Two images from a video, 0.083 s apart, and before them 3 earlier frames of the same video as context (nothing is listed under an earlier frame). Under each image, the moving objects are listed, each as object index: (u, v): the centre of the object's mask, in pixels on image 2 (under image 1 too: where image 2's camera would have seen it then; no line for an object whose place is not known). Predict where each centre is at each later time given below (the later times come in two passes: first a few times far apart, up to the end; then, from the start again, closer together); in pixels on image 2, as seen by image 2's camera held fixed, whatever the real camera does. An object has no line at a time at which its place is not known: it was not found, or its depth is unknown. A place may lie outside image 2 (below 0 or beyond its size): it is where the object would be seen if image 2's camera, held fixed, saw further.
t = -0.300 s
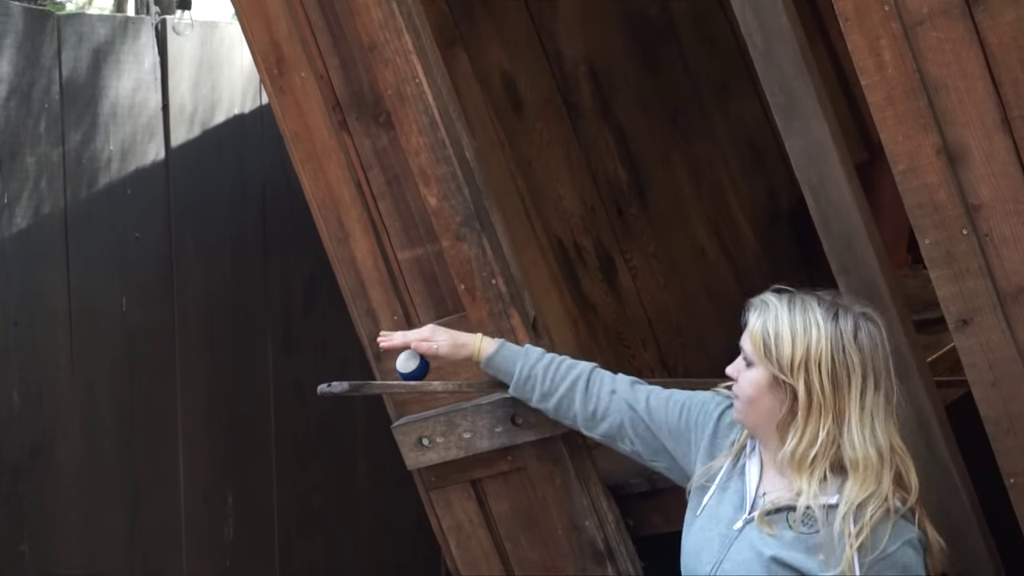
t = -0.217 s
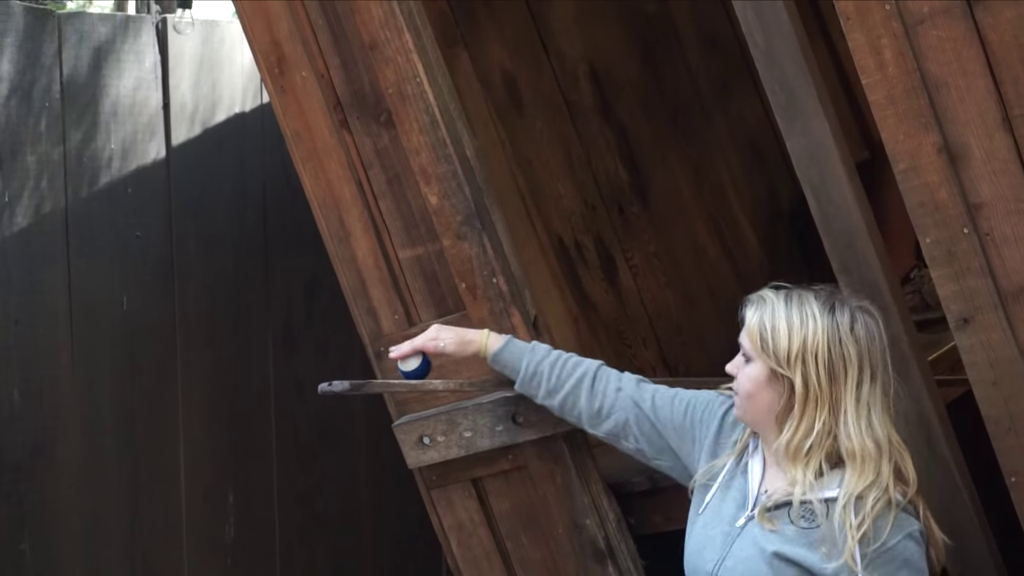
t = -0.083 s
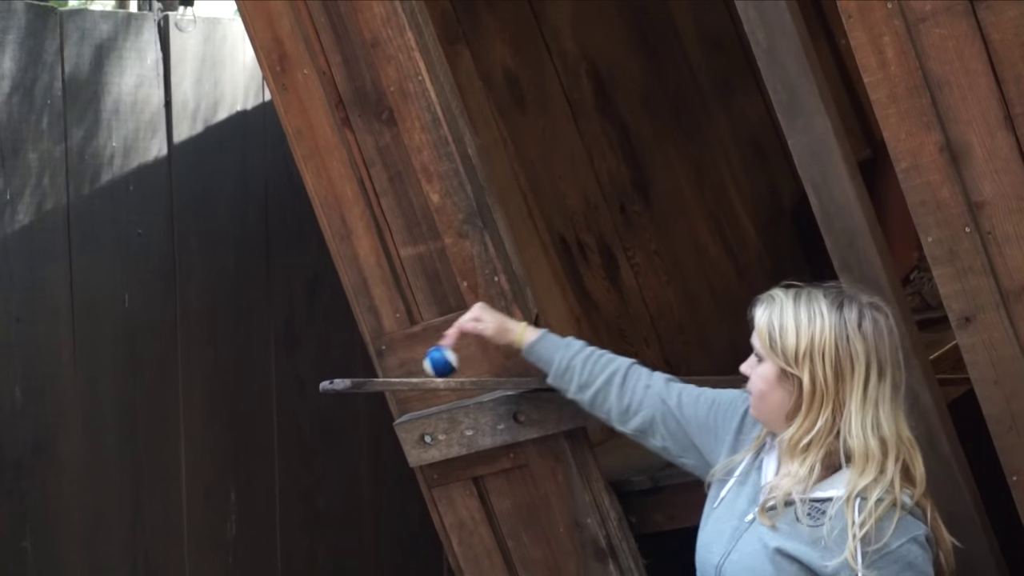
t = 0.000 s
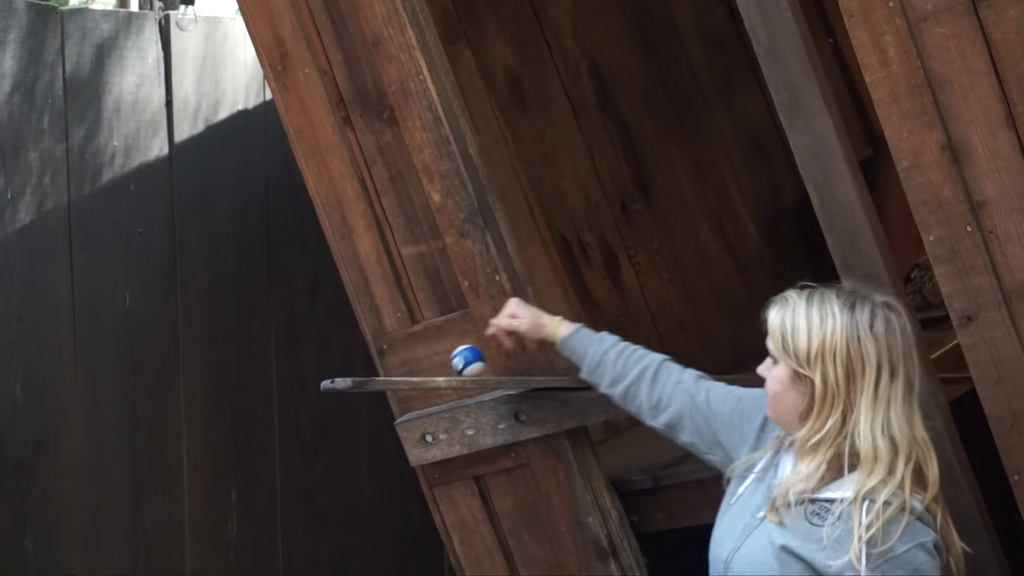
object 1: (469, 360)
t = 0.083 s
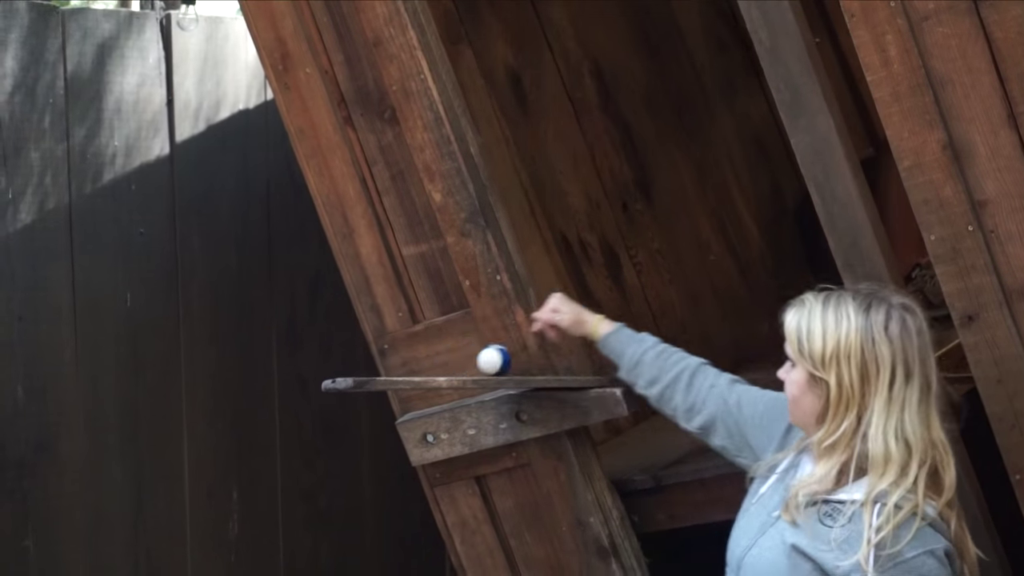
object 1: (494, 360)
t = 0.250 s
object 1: (540, 360)
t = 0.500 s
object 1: (599, 359)
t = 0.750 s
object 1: (648, 359)
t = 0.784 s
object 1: (654, 359)
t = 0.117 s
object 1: (504, 360)
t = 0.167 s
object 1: (518, 360)
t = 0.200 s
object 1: (527, 360)
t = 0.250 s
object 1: (540, 360)
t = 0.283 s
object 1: (548, 360)
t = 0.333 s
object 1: (561, 360)
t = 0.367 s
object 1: (568, 360)
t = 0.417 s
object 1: (580, 360)
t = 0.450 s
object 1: (588, 359)
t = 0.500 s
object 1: (599, 359)
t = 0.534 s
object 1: (606, 360)
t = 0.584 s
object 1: (616, 360)
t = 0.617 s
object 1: (623, 360)
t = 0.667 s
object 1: (633, 360)
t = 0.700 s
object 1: (639, 360)
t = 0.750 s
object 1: (648, 359)
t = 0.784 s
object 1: (654, 359)
